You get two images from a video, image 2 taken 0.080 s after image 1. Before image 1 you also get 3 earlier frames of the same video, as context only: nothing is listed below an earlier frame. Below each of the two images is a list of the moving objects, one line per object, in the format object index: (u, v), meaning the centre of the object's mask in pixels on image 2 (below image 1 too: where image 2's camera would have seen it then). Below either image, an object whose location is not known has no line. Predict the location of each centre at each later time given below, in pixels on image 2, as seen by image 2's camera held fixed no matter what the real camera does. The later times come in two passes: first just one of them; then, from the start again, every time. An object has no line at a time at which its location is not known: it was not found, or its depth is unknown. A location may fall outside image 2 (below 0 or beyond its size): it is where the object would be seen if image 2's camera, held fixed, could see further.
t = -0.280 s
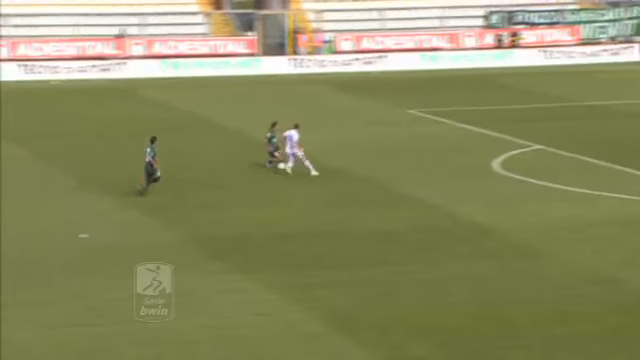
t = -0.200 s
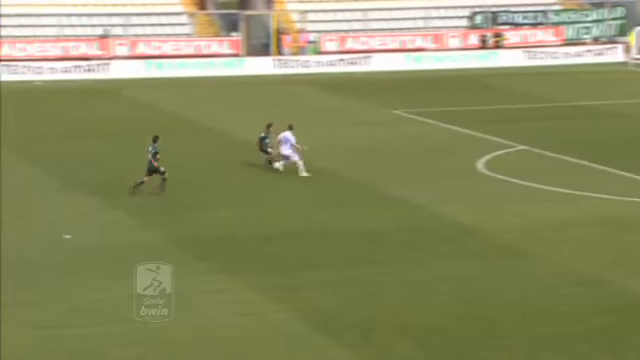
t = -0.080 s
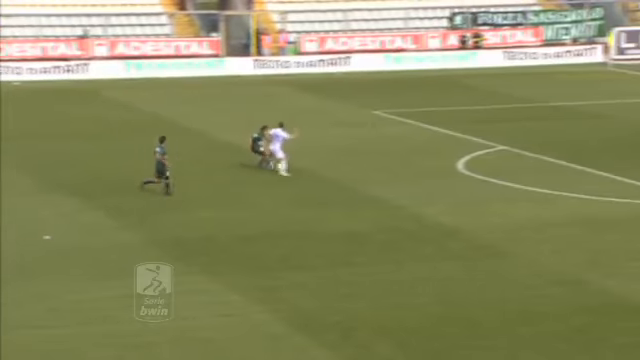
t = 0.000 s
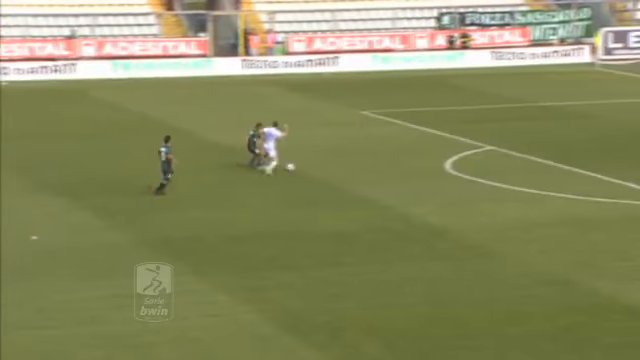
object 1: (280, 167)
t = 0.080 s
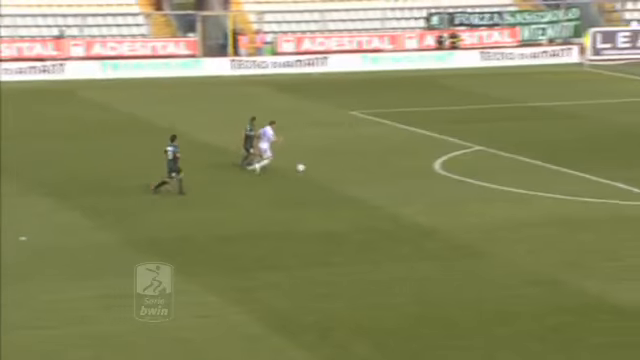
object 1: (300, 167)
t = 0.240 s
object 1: (334, 167)
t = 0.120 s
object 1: (309, 166)
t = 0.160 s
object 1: (317, 167)
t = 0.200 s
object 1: (326, 167)
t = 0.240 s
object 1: (334, 167)
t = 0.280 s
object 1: (342, 167)
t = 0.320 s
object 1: (348, 167)
